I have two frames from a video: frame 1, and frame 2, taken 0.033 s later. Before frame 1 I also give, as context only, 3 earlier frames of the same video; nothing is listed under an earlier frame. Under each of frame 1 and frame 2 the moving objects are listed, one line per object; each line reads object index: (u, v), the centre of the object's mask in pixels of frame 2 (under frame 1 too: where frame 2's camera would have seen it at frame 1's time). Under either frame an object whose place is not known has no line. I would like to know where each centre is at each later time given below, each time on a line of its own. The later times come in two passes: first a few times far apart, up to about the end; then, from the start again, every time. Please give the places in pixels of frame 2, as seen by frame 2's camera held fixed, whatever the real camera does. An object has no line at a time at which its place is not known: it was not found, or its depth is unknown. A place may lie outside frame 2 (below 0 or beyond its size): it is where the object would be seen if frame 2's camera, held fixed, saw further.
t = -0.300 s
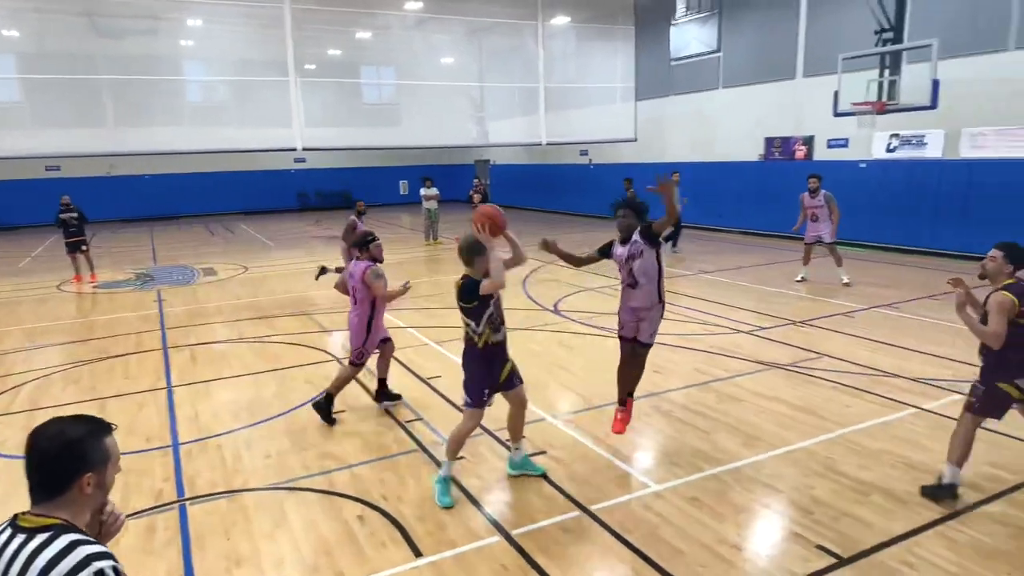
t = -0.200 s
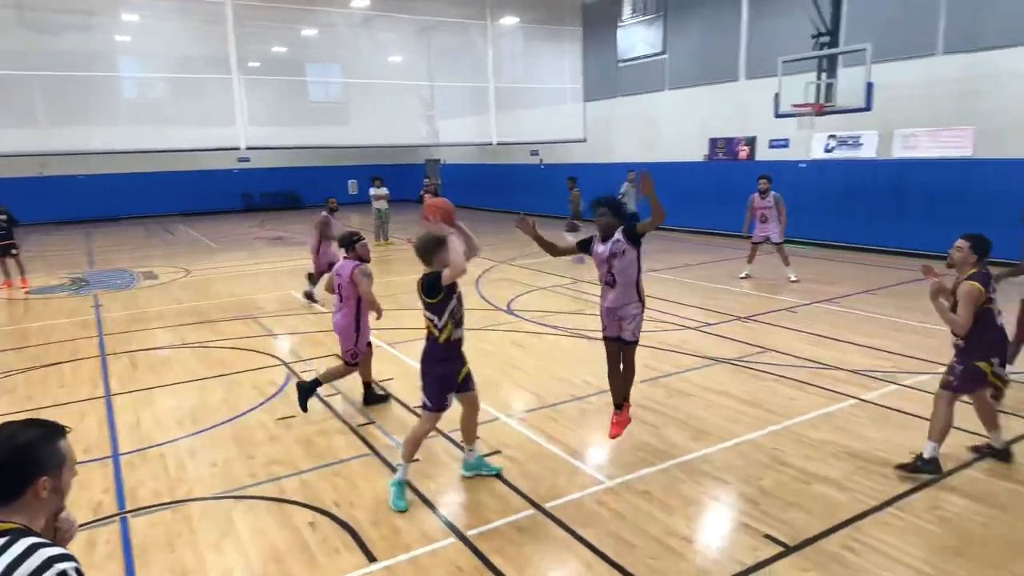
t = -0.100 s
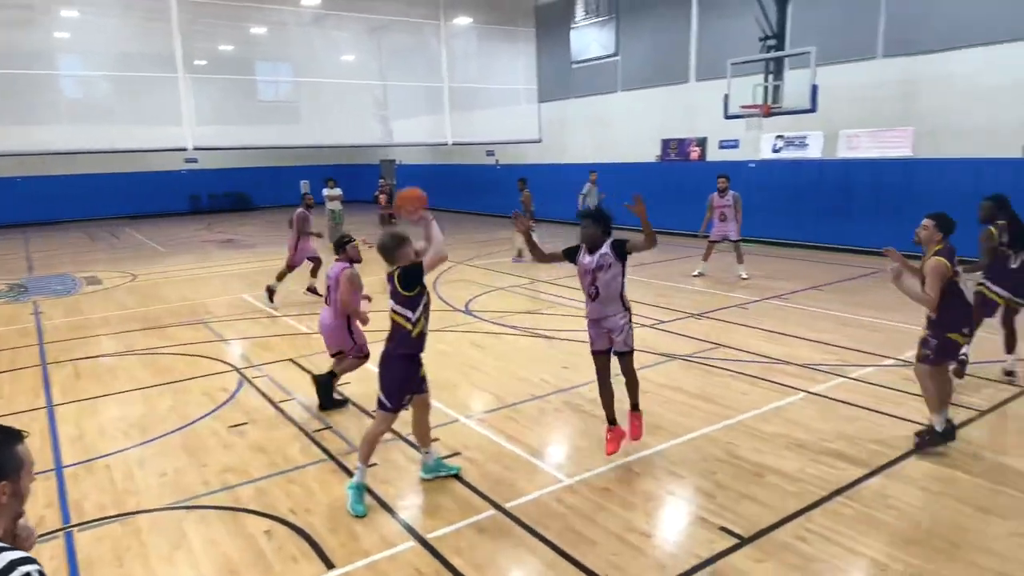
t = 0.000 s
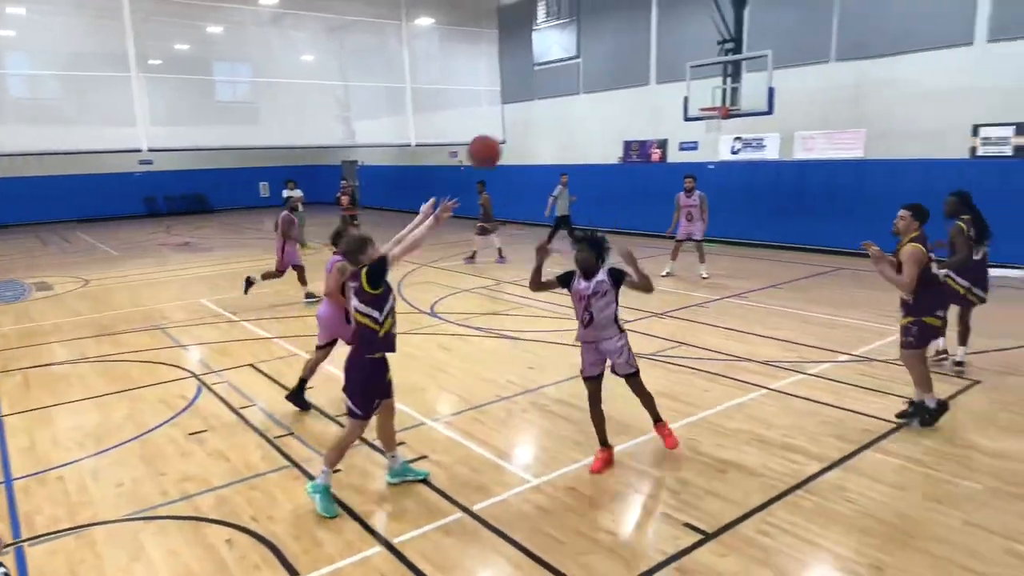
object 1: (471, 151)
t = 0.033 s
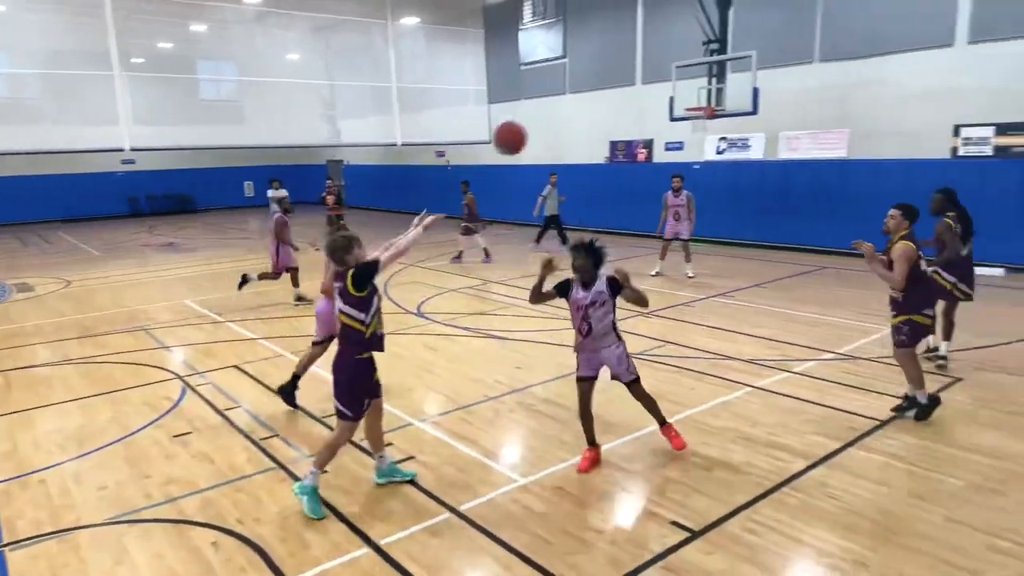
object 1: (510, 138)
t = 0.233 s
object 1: (709, 100)
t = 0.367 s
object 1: (815, 103)
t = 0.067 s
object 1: (547, 126)
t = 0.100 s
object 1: (582, 117)
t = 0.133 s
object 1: (616, 110)
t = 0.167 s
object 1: (648, 105)
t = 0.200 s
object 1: (679, 101)
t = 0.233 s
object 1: (709, 100)
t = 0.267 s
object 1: (737, 98)
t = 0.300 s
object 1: (766, 98)
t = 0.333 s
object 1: (790, 100)
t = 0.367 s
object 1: (815, 103)
